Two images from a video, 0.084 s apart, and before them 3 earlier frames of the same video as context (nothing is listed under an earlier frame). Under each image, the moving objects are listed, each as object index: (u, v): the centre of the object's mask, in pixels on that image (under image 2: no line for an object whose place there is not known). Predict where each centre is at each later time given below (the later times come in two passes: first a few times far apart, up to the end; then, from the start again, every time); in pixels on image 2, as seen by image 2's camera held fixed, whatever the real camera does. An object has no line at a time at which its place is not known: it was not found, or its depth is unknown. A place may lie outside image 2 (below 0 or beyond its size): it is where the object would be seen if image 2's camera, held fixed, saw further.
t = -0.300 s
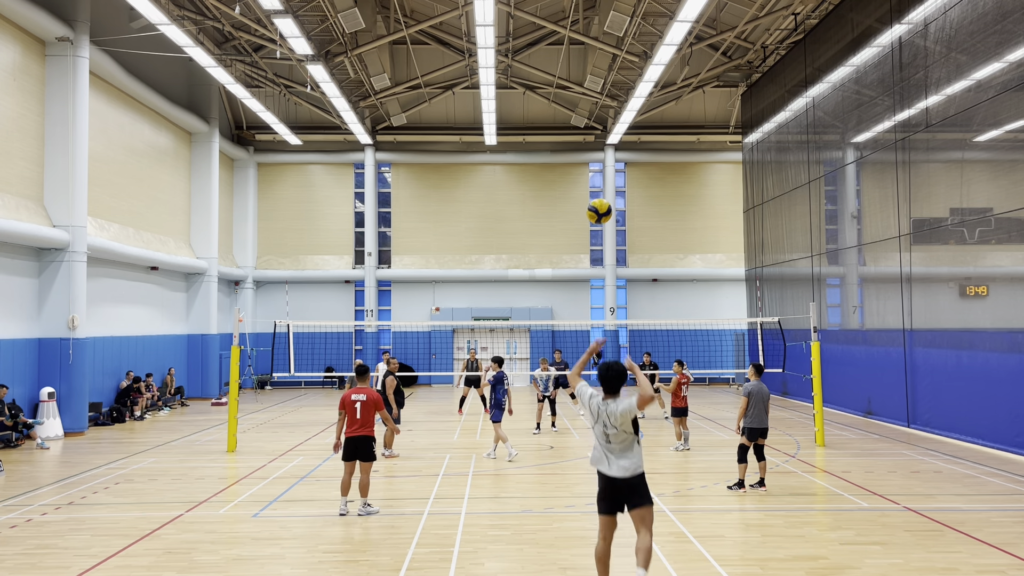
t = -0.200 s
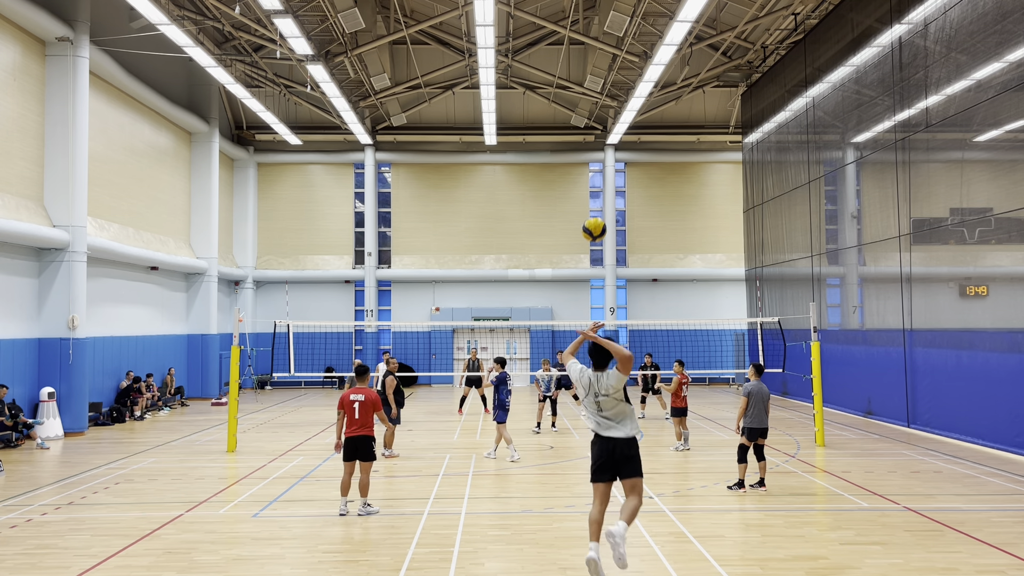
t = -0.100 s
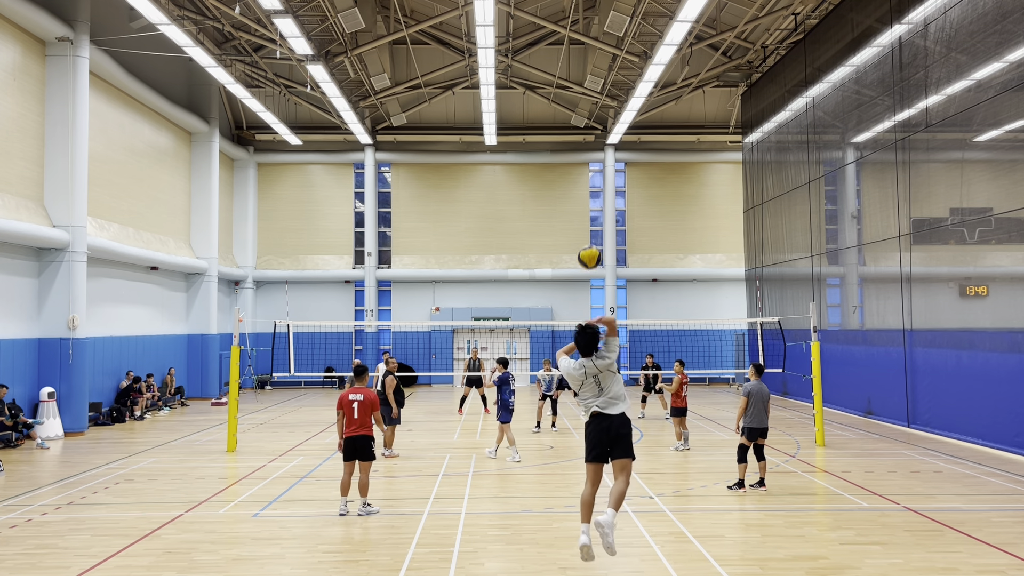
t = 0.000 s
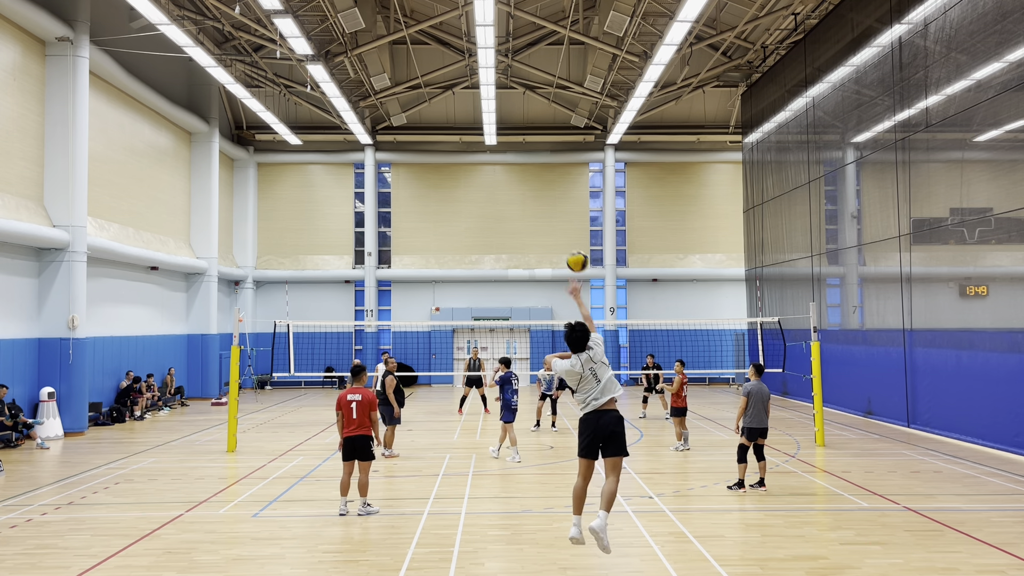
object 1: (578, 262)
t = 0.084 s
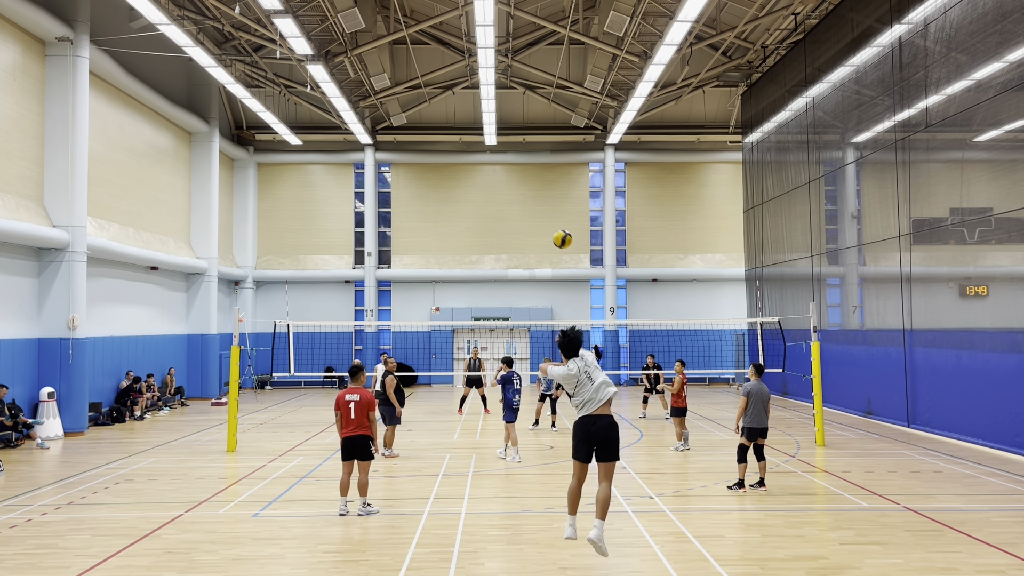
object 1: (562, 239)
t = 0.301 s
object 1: (534, 231)
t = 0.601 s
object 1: (516, 272)
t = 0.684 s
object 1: (513, 289)
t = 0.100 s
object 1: (559, 236)
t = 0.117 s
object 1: (557, 234)
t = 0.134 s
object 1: (554, 232)
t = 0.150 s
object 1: (552, 231)
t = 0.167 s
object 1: (549, 230)
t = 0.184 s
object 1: (547, 229)
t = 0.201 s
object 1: (545, 228)
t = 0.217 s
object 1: (543, 228)
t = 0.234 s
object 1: (541, 228)
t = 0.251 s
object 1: (539, 228)
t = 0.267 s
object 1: (537, 229)
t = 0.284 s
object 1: (535, 230)
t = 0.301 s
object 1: (534, 231)
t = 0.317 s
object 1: (532, 232)
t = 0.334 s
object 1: (531, 233)
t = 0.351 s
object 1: (530, 234)
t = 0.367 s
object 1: (528, 236)
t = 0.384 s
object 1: (527, 238)
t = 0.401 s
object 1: (526, 240)
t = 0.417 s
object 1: (525, 242)
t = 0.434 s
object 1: (524, 244)
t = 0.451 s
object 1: (523, 247)
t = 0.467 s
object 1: (522, 249)
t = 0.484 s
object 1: (521, 251)
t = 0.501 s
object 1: (521, 254)
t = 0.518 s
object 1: (520, 257)
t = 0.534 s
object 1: (519, 260)
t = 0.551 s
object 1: (518, 263)
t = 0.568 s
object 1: (518, 266)
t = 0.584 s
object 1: (517, 269)
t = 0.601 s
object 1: (516, 272)
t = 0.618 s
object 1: (516, 276)
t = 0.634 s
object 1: (515, 279)
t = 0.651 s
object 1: (515, 282)
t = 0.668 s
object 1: (514, 285)
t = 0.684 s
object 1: (513, 289)
